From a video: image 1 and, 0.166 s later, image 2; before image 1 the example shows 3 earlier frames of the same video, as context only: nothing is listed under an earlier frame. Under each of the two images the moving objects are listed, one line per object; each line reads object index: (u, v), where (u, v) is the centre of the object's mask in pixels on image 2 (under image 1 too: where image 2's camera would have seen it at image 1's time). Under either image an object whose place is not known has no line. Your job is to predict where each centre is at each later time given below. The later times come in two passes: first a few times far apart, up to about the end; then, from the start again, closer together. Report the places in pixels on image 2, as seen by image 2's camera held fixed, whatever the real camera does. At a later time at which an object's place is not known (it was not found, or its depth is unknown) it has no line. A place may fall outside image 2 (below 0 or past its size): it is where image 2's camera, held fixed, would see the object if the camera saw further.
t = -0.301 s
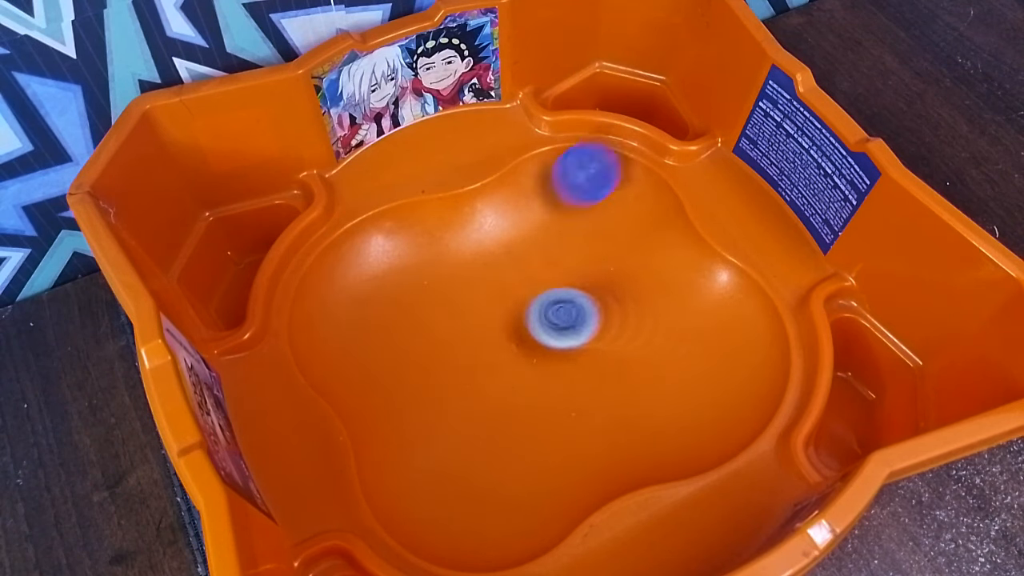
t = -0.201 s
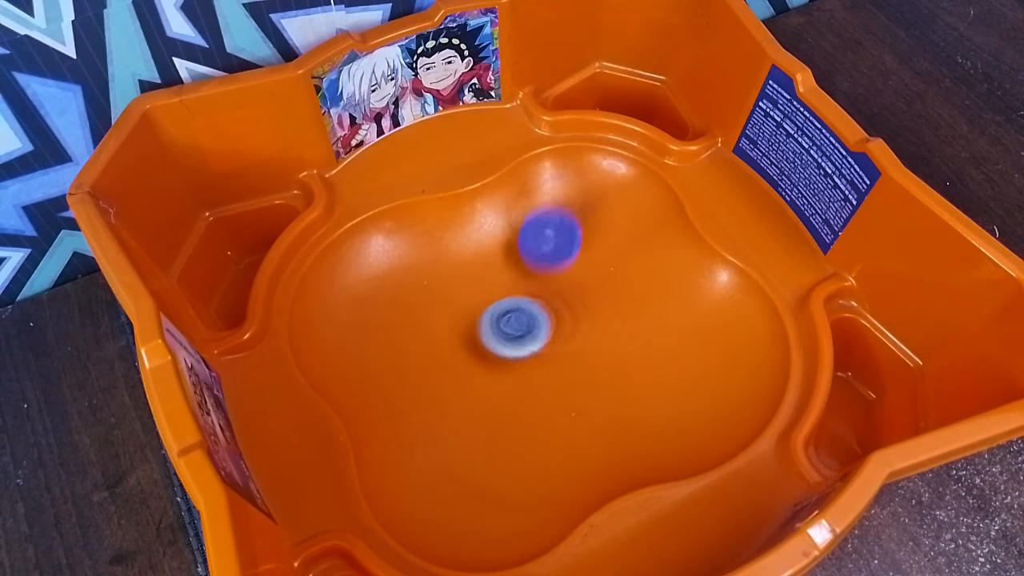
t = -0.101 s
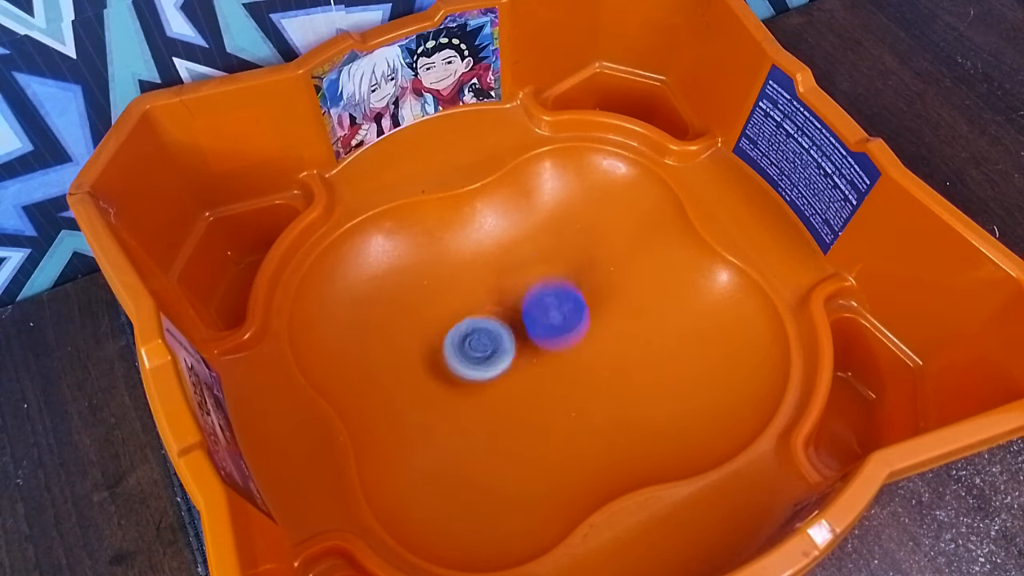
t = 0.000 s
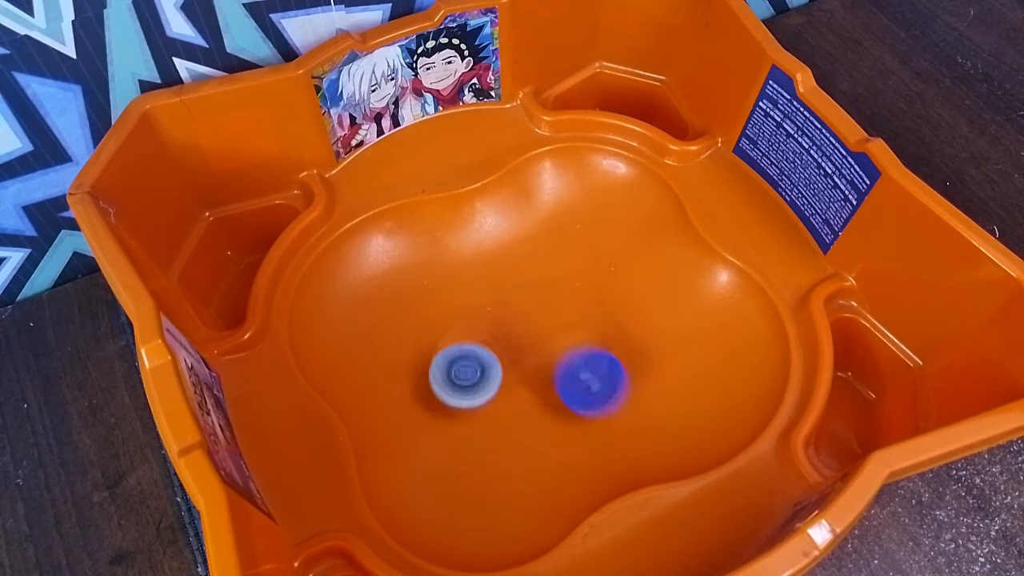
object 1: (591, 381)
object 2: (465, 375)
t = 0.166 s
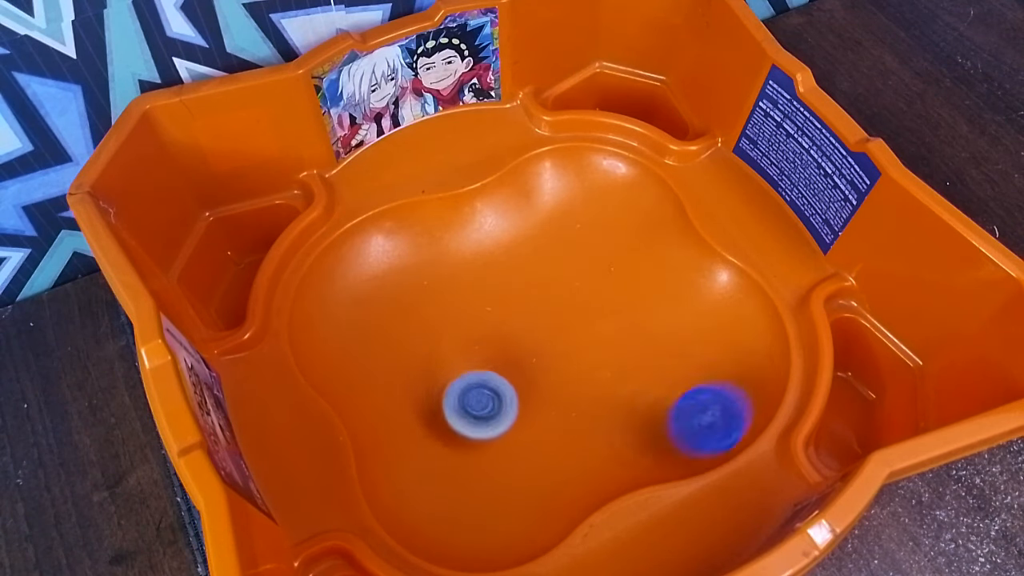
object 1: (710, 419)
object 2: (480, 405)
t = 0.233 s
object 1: (738, 382)
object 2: (500, 408)
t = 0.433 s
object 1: (607, 282)
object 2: (549, 364)
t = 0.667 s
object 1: (400, 233)
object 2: (567, 387)
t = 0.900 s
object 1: (412, 397)
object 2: (560, 374)
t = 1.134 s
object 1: (632, 401)
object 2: (525, 290)
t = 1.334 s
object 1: (673, 295)
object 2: (494, 252)
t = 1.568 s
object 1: (548, 259)
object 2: (496, 300)
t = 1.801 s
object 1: (575, 263)
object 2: (510, 493)
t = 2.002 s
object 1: (555, 384)
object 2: (443, 294)
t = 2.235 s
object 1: (505, 325)
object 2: (598, 309)
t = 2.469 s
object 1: (587, 359)
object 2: (504, 338)
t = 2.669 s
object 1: (606, 375)
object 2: (588, 258)
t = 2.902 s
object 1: (516, 350)
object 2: (561, 261)
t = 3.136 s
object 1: (530, 347)
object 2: (557, 276)
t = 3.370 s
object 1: (498, 389)
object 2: (555, 283)
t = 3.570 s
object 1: (470, 368)
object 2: (534, 306)
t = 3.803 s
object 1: (461, 350)
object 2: (518, 335)
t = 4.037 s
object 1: (460, 351)
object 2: (518, 354)
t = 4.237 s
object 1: (460, 343)
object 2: (522, 337)
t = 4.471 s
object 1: (456, 333)
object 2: (532, 309)
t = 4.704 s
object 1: (456, 332)
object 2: (533, 326)
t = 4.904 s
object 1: (456, 331)
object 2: (533, 325)
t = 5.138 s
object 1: (455, 329)
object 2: (532, 326)
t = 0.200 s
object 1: (728, 404)
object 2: (489, 407)
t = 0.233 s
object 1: (738, 382)
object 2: (500, 408)
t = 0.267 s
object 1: (737, 355)
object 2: (510, 406)
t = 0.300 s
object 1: (723, 328)
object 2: (520, 402)
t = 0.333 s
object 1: (700, 306)
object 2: (529, 396)
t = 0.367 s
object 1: (672, 292)
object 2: (538, 387)
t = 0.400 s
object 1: (640, 284)
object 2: (545, 376)
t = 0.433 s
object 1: (607, 282)
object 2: (549, 364)
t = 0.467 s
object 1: (573, 283)
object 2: (553, 351)
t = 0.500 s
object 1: (542, 273)
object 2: (556, 351)
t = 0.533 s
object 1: (514, 253)
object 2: (559, 362)
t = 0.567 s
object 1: (484, 236)
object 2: (560, 371)
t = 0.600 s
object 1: (456, 228)
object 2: (562, 378)
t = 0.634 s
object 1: (429, 227)
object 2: (565, 383)
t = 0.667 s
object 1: (400, 233)
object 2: (567, 387)
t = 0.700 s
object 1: (372, 247)
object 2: (567, 389)
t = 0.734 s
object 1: (346, 268)
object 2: (568, 390)
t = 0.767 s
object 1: (330, 294)
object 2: (568, 389)
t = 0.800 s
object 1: (326, 322)
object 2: (568, 385)
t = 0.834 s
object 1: (340, 351)
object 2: (566, 382)
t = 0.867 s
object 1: (370, 374)
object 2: (564, 379)
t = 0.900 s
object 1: (412, 397)
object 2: (560, 374)
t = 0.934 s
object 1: (450, 411)
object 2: (554, 368)
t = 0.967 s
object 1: (489, 418)
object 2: (549, 363)
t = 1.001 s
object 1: (525, 420)
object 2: (543, 353)
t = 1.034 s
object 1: (552, 424)
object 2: (541, 335)
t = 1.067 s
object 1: (578, 423)
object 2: (537, 318)
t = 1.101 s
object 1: (605, 414)
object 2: (531, 303)
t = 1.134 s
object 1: (632, 401)
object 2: (525, 290)
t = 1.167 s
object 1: (658, 382)
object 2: (520, 279)
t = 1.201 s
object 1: (676, 364)
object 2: (515, 270)
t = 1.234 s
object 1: (686, 343)
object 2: (510, 262)
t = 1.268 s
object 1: (689, 324)
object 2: (505, 256)
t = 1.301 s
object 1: (685, 310)
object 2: (500, 253)
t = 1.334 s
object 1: (673, 295)
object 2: (494, 252)
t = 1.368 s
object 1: (656, 283)
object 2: (490, 253)
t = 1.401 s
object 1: (638, 273)
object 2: (487, 258)
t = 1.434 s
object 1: (619, 265)
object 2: (486, 264)
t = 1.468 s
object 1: (602, 260)
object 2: (486, 271)
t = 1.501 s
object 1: (584, 256)
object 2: (488, 280)
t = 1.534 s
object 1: (566, 256)
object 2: (492, 290)
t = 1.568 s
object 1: (548, 259)
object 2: (496, 300)
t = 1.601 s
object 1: (542, 257)
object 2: (495, 317)
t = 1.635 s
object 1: (543, 253)
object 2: (487, 342)
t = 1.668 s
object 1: (544, 250)
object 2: (483, 363)
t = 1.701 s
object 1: (544, 247)
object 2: (481, 384)
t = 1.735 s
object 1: (547, 246)
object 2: (478, 406)
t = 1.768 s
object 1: (559, 251)
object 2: (479, 467)
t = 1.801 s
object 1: (575, 263)
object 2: (510, 493)
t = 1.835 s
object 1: (586, 277)
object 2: (516, 427)
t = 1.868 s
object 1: (587, 296)
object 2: (482, 371)
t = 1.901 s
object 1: (577, 324)
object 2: (457, 317)
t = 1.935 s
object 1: (568, 363)
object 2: (439, 275)
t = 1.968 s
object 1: (567, 386)
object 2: (425, 266)
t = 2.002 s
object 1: (555, 384)
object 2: (443, 294)
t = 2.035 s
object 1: (536, 380)
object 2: (491, 315)
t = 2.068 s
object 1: (538, 401)
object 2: (503, 288)
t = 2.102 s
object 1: (535, 398)
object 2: (526, 278)
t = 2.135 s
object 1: (518, 383)
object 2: (563, 281)
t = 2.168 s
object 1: (503, 365)
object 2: (595, 283)
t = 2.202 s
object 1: (498, 347)
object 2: (607, 287)
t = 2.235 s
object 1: (505, 325)
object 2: (598, 309)
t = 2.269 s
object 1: (512, 309)
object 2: (581, 342)
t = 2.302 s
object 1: (528, 309)
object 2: (570, 371)
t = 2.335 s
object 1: (555, 314)
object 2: (552, 386)
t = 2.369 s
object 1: (577, 321)
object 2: (526, 382)
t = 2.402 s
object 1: (588, 334)
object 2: (499, 371)
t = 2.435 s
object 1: (594, 351)
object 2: (492, 358)
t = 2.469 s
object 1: (587, 359)
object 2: (504, 338)
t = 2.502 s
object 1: (584, 368)
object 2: (521, 309)
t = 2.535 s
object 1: (604, 381)
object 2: (527, 278)
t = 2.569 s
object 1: (615, 371)
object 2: (549, 271)
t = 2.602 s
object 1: (611, 346)
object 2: (577, 278)
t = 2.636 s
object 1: (608, 360)
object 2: (590, 263)
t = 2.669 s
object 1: (606, 375)
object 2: (588, 258)
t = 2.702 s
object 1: (592, 366)
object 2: (581, 260)
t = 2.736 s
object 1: (568, 339)
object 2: (560, 276)
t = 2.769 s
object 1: (538, 353)
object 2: (559, 261)
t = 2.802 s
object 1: (531, 356)
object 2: (563, 259)
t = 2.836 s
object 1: (524, 356)
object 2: (563, 261)
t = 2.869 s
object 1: (519, 353)
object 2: (562, 262)
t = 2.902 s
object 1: (516, 350)
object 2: (561, 261)
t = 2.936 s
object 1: (519, 344)
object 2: (562, 261)
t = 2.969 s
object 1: (521, 338)
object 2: (565, 263)
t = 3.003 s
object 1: (522, 333)
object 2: (566, 267)
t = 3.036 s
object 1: (525, 329)
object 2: (564, 272)
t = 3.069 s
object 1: (530, 327)
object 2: (559, 275)
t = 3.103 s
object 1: (530, 337)
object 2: (557, 276)
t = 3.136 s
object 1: (530, 347)
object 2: (557, 276)
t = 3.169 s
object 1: (530, 353)
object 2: (558, 277)
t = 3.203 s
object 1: (529, 363)
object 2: (555, 279)
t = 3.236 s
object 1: (525, 371)
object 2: (552, 279)
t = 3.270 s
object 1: (518, 380)
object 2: (551, 278)
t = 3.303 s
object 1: (512, 384)
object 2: (553, 277)
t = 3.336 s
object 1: (504, 386)
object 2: (555, 280)
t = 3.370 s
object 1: (498, 389)
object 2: (555, 283)
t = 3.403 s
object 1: (491, 390)
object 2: (552, 287)
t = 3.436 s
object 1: (484, 387)
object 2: (548, 289)
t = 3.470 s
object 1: (478, 382)
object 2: (545, 291)
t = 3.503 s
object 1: (474, 379)
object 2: (542, 295)
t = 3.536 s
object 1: (471, 374)
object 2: (538, 300)
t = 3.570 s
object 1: (470, 368)
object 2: (534, 306)
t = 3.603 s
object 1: (471, 363)
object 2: (530, 312)
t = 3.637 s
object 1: (471, 358)
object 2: (526, 318)
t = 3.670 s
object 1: (470, 356)
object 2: (523, 321)
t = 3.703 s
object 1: (468, 353)
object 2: (520, 325)
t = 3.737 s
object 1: (465, 351)
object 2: (517, 329)
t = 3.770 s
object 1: (462, 350)
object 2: (515, 332)
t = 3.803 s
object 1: (461, 350)
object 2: (518, 335)
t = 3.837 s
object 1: (461, 350)
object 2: (520, 338)
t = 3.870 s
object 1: (461, 350)
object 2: (519, 343)
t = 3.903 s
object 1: (461, 350)
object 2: (518, 346)
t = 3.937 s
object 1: (461, 350)
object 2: (518, 349)
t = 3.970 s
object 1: (460, 349)
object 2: (516, 351)
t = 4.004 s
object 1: (460, 350)
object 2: (517, 353)
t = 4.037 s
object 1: (460, 351)
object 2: (518, 354)
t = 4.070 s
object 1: (461, 350)
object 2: (516, 355)
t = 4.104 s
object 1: (462, 348)
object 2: (516, 348)
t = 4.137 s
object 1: (462, 346)
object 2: (517, 344)
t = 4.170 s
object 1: (462, 344)
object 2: (516, 343)
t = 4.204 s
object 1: (461, 344)
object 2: (520, 338)
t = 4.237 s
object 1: (460, 343)
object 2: (522, 337)
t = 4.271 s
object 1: (460, 342)
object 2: (526, 333)
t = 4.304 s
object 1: (459, 341)
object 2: (528, 329)
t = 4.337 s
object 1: (459, 339)
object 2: (530, 326)
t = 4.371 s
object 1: (458, 338)
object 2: (533, 321)
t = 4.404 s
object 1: (458, 336)
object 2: (534, 315)
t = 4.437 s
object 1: (457, 335)
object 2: (532, 310)
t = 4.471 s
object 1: (456, 333)
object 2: (532, 309)
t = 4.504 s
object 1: (455, 331)
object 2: (532, 310)
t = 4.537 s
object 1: (454, 329)
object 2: (534, 314)
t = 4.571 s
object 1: (454, 329)
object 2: (535, 318)
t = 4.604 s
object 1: (455, 330)
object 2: (536, 323)
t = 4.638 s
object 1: (456, 331)
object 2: (535, 327)
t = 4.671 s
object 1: (456, 332)
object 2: (534, 328)
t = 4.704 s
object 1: (456, 332)
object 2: (533, 326)
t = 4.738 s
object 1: (457, 332)
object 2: (532, 323)
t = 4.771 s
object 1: (457, 332)
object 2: (532, 321)
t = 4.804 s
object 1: (456, 332)
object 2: (531, 320)
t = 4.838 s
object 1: (456, 332)
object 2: (531, 321)
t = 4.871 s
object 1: (456, 331)
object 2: (532, 322)
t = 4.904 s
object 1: (456, 331)
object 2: (533, 325)
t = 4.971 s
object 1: (455, 329)
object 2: (533, 329)
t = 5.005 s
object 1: (455, 330)
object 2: (533, 328)
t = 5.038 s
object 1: (455, 330)
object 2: (532, 328)
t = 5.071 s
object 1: (455, 330)
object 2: (532, 327)
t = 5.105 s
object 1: (455, 330)
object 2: (532, 326)
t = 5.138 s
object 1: (455, 329)
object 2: (532, 326)
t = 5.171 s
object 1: (455, 330)
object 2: (532, 325)
